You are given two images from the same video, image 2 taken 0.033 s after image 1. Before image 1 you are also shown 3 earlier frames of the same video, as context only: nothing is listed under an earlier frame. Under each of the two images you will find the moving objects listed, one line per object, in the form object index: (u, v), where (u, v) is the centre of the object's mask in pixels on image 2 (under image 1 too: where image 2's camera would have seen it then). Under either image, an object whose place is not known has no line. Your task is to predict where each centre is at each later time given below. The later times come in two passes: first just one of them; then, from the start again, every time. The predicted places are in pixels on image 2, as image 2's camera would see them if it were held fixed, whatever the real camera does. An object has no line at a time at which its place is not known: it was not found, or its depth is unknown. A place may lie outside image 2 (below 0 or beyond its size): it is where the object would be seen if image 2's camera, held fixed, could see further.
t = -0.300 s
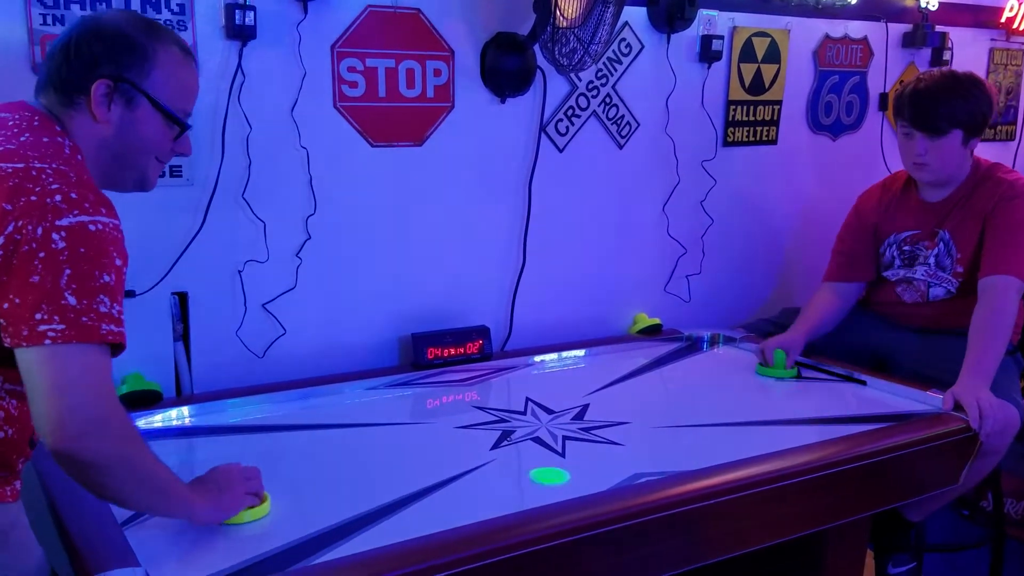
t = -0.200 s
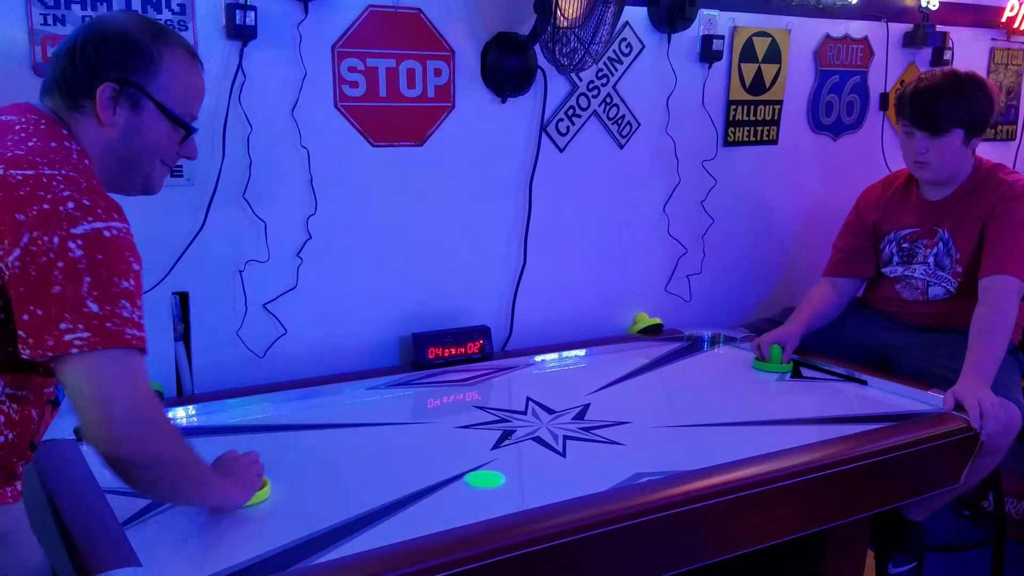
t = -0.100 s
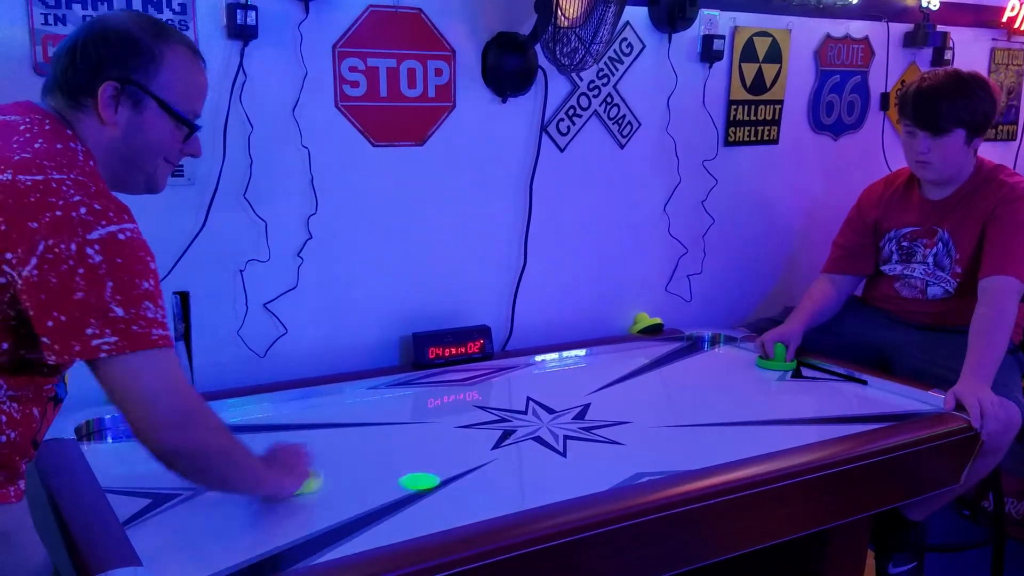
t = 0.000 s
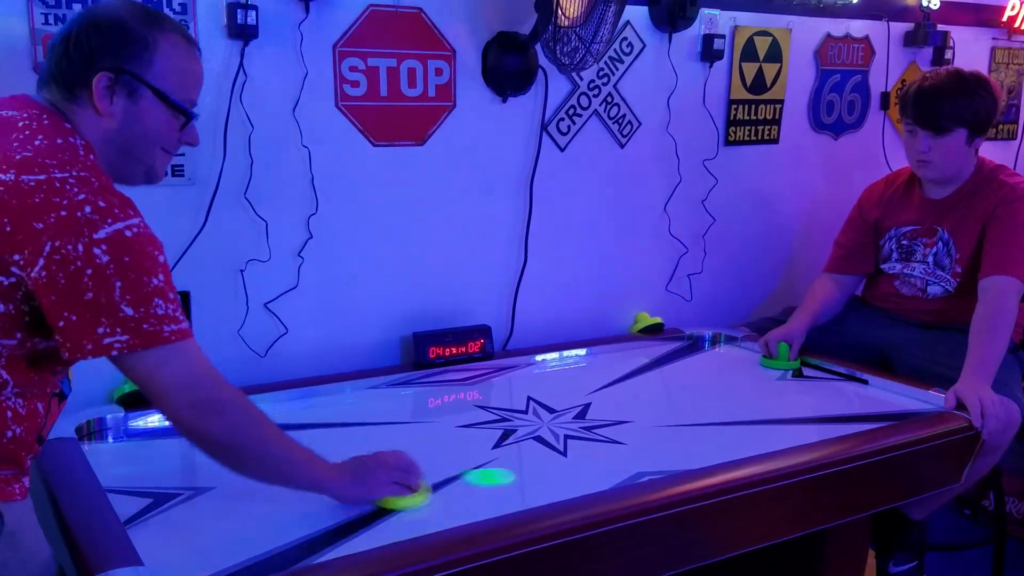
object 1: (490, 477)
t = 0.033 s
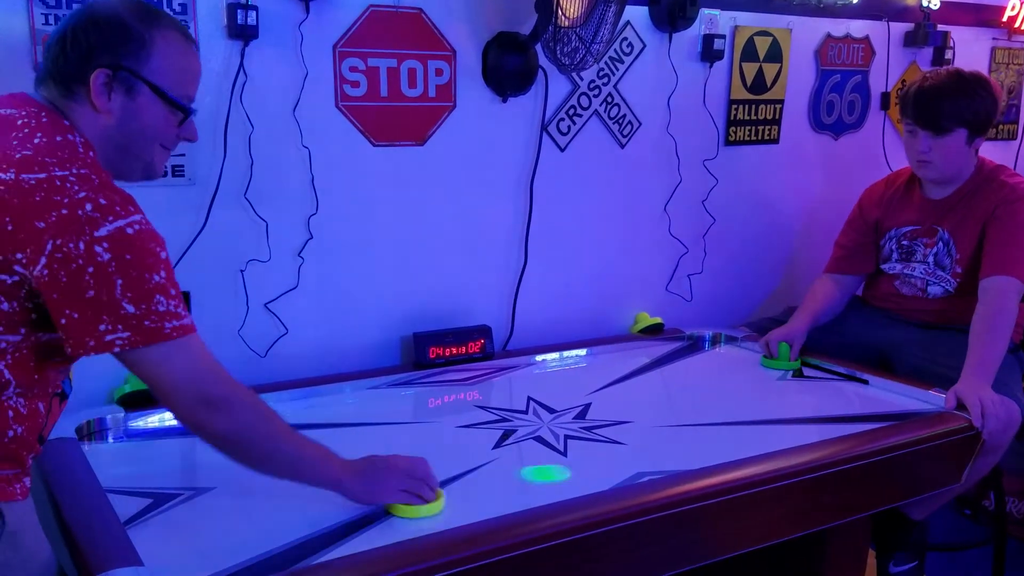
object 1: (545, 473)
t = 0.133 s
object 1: (700, 462)
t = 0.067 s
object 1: (599, 470)
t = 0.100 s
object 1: (653, 467)
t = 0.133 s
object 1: (700, 462)
